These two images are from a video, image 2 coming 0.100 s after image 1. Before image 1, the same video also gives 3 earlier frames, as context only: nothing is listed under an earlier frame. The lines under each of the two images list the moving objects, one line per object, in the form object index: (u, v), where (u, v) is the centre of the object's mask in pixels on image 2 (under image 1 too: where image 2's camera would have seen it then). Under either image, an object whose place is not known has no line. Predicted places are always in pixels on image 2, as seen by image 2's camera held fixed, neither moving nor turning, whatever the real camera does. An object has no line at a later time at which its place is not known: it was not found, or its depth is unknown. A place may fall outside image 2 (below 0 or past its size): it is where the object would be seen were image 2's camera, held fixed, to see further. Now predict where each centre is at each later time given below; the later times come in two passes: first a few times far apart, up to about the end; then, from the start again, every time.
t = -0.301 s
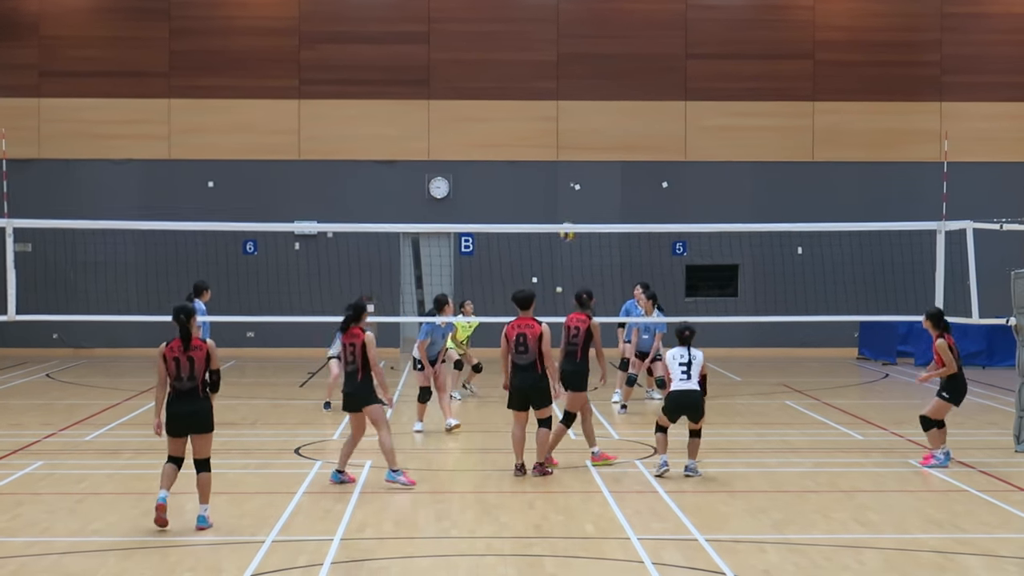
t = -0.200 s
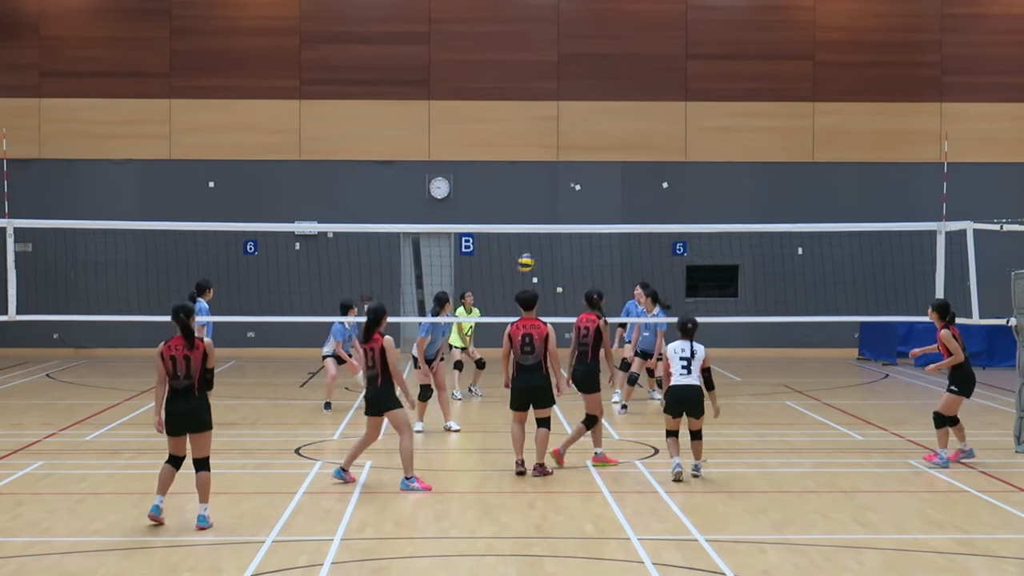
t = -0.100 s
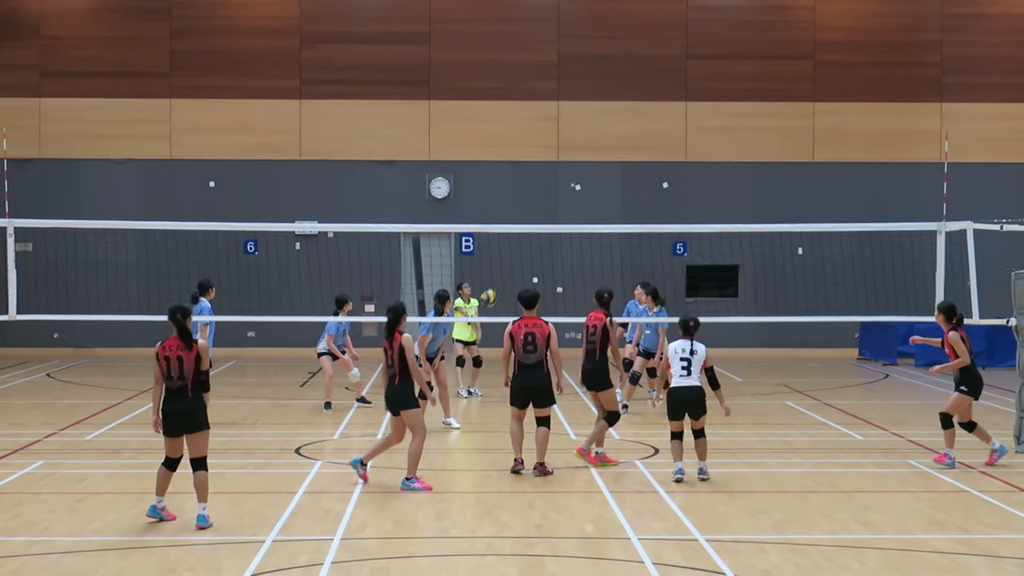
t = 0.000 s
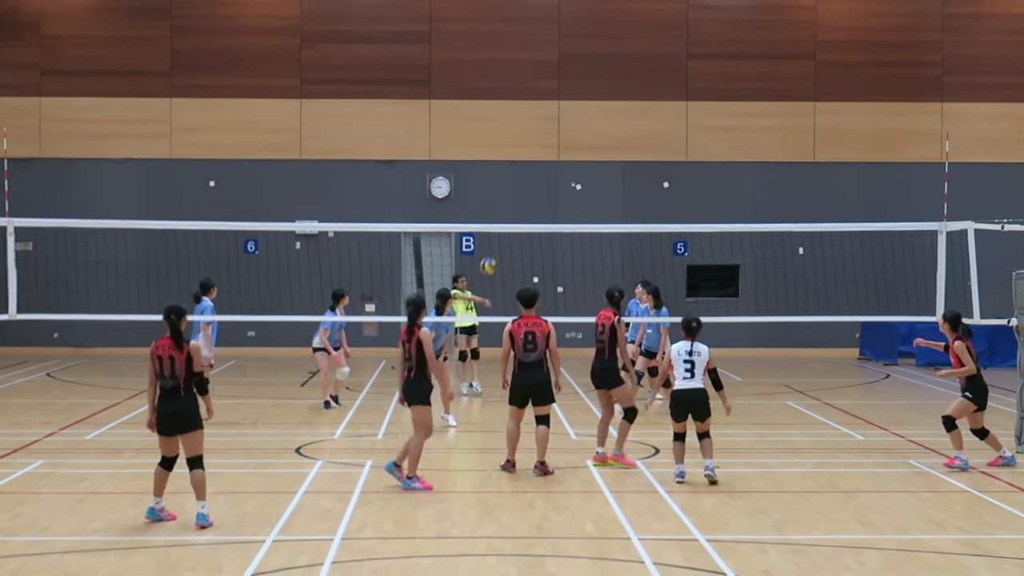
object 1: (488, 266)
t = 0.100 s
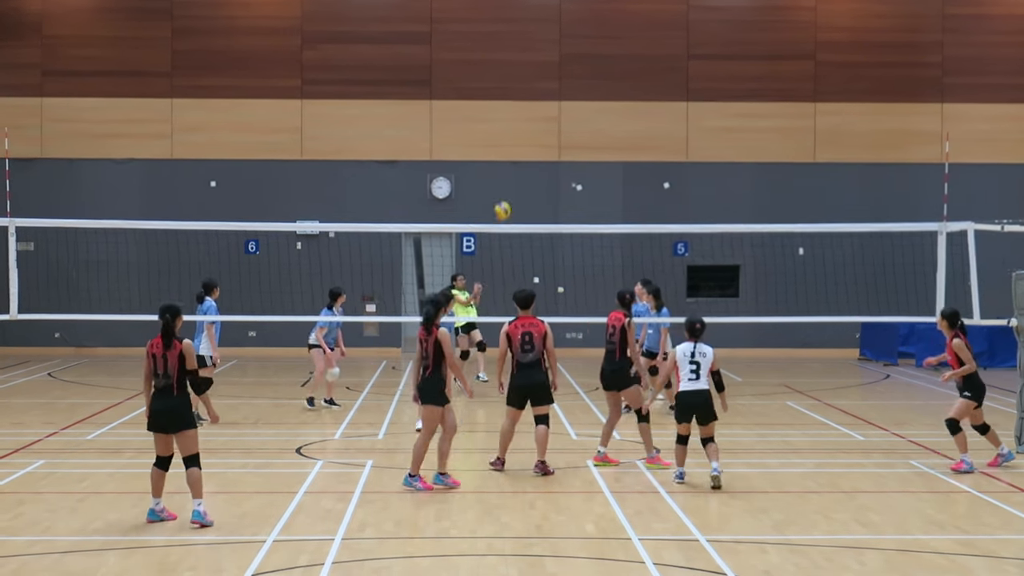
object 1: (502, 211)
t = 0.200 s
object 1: (515, 163)
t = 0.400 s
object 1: (541, 90)
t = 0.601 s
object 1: (568, 49)
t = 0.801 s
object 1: (593, 35)
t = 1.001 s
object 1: (618, 53)
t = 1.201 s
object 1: (642, 99)
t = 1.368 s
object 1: (662, 159)
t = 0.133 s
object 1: (507, 194)
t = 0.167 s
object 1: (511, 178)
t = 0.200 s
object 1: (515, 163)
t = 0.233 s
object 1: (520, 149)
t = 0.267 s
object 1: (524, 135)
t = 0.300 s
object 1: (528, 122)
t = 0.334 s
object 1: (533, 110)
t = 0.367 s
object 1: (537, 99)
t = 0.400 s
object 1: (541, 90)
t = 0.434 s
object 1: (545, 82)
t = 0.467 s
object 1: (550, 73)
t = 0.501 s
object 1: (554, 66)
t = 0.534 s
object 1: (559, 60)
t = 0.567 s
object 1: (563, 54)
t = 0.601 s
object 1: (568, 49)
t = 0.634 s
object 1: (571, 45)
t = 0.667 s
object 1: (576, 41)
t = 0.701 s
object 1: (579, 39)
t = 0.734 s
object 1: (584, 37)
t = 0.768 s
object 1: (589, 36)
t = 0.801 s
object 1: (593, 35)
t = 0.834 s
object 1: (597, 36)
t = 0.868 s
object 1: (601, 38)
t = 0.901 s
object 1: (605, 40)
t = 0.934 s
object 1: (609, 44)
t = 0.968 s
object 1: (614, 48)
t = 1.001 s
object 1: (618, 53)
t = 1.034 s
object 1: (622, 59)
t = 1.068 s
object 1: (626, 65)
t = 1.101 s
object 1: (630, 73)
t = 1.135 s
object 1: (634, 81)
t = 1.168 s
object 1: (638, 90)
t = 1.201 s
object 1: (642, 99)
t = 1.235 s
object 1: (646, 110)
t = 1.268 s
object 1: (650, 121)
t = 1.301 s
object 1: (654, 133)
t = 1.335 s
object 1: (658, 146)
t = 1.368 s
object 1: (662, 159)
